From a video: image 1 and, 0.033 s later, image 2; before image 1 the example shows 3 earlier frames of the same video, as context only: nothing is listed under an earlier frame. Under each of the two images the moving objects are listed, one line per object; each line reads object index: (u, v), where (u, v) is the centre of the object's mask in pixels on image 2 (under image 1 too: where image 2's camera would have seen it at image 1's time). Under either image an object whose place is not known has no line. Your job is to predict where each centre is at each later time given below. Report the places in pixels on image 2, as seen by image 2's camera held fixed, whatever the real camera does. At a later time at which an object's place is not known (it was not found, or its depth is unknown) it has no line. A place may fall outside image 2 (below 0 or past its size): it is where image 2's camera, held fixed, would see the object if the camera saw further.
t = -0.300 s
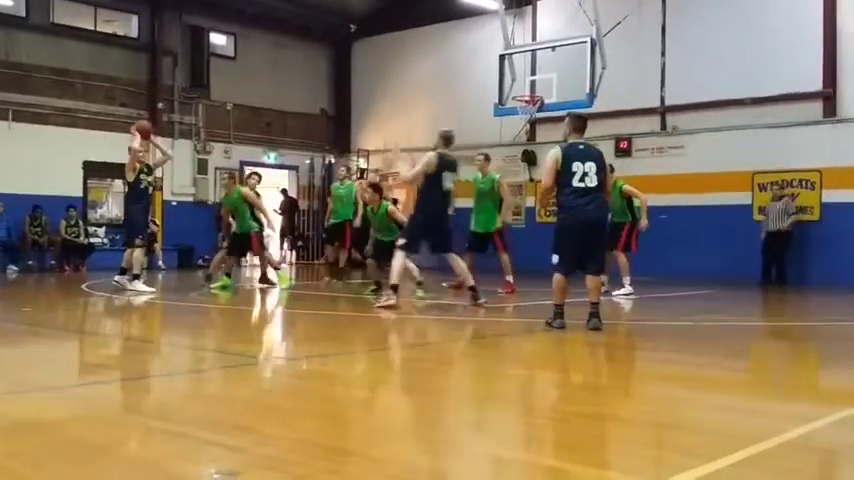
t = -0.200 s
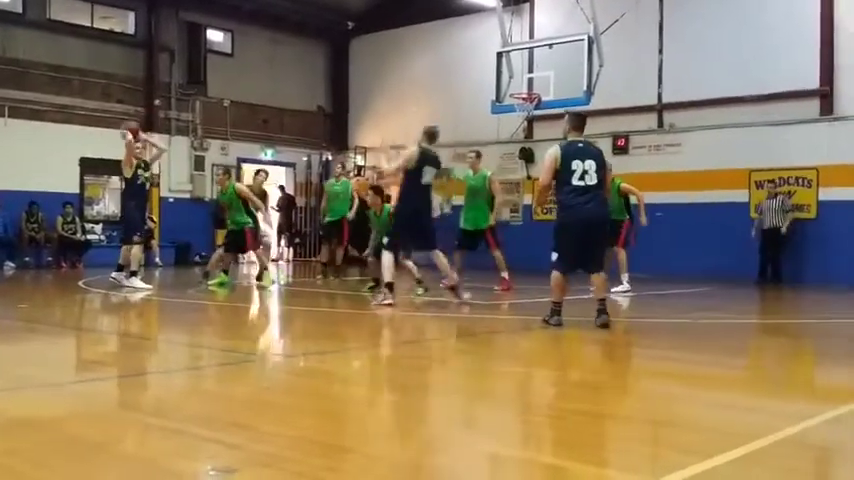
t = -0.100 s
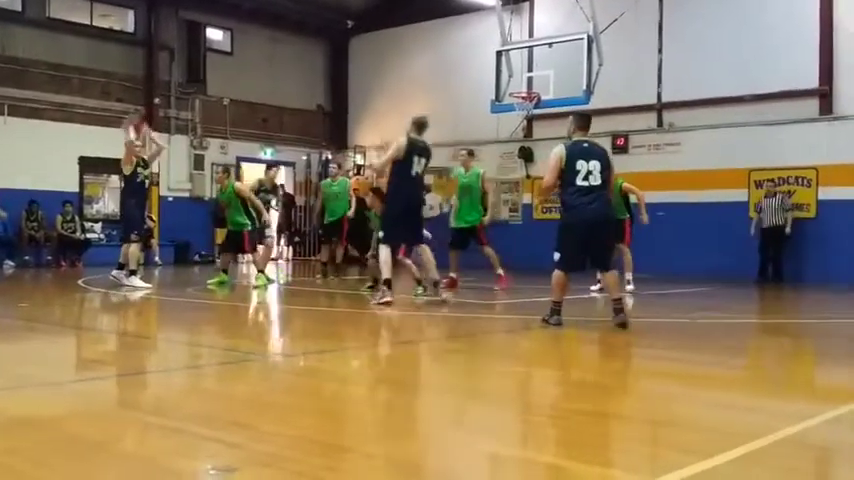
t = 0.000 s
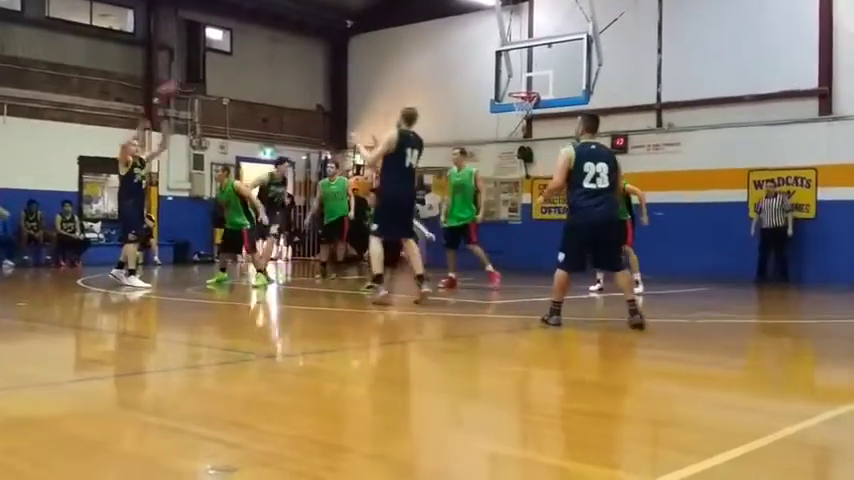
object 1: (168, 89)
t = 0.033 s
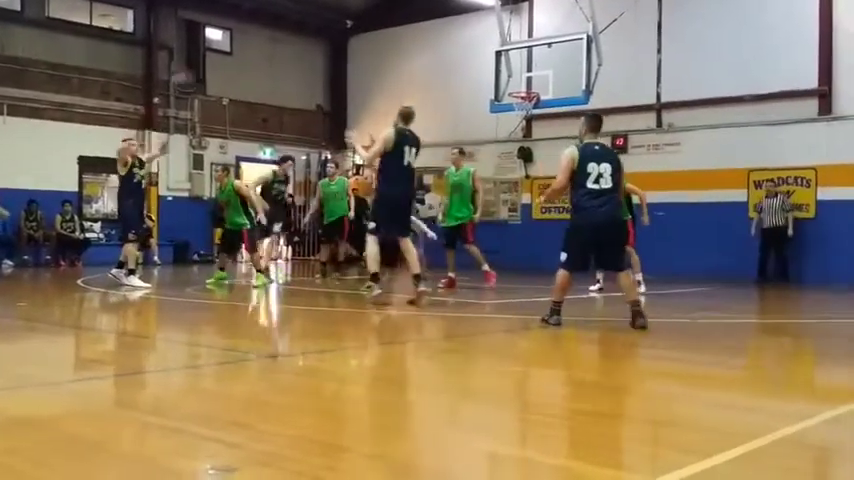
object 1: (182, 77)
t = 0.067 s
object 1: (196, 71)
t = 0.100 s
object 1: (213, 66)
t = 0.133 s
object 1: (229, 59)
